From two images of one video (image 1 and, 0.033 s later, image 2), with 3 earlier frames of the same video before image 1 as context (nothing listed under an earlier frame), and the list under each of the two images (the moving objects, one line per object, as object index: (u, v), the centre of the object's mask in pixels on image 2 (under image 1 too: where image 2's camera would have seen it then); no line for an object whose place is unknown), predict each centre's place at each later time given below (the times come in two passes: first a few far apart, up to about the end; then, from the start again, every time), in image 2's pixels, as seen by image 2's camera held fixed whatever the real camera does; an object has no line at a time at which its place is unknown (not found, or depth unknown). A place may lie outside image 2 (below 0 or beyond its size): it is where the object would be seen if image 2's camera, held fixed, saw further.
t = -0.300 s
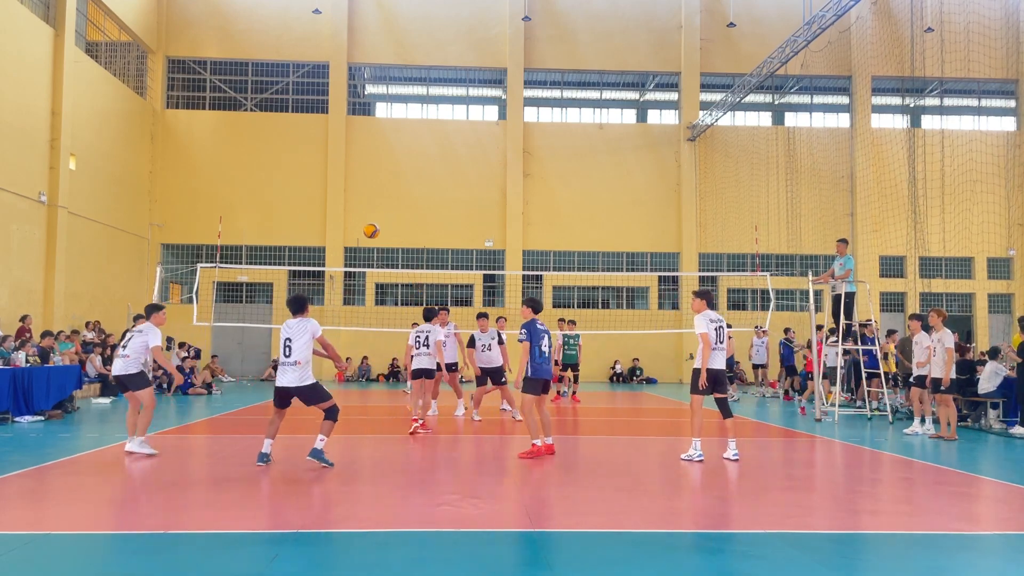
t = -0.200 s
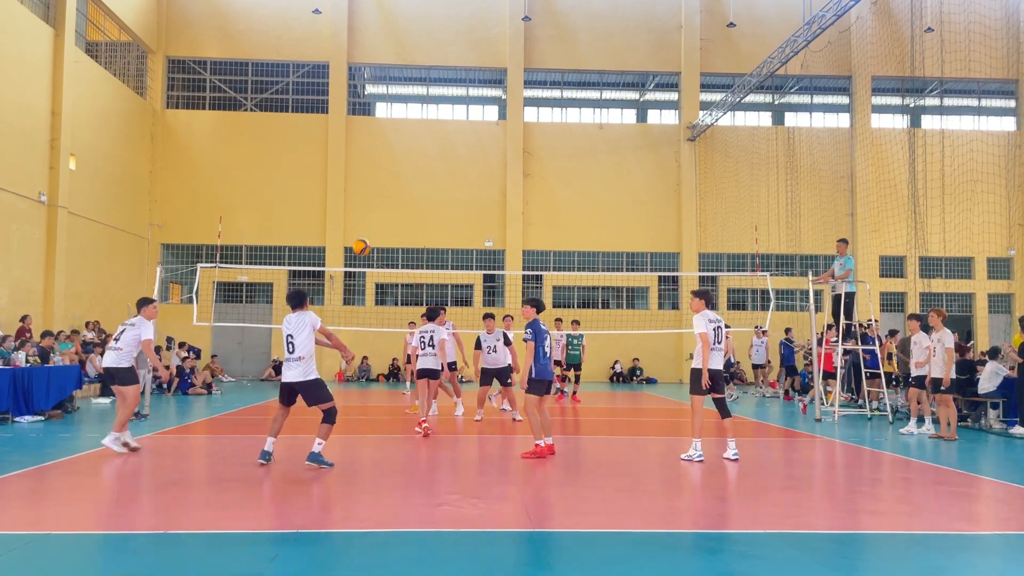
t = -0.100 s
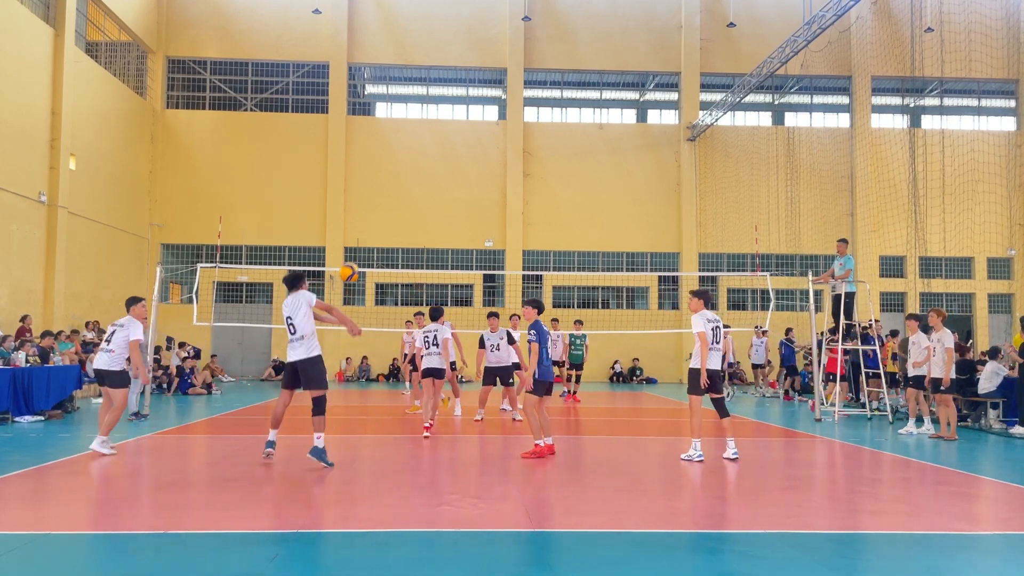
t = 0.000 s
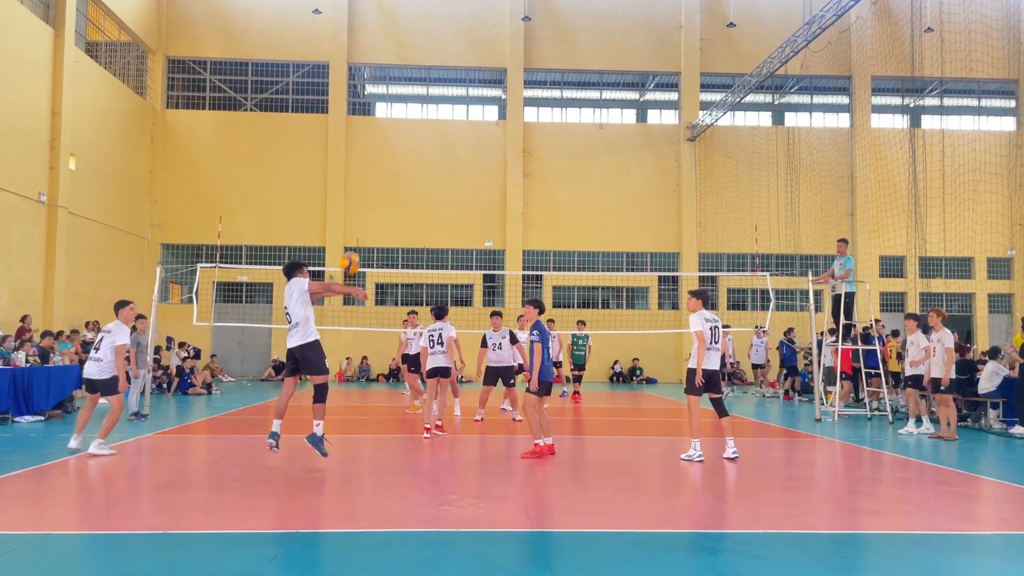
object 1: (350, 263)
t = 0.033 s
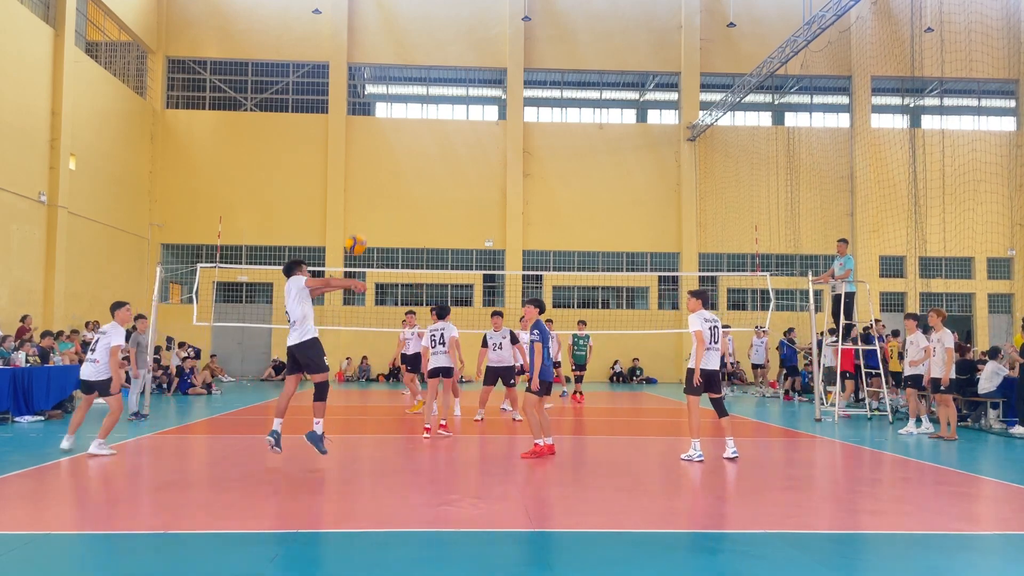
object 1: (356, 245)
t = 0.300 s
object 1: (398, 144)
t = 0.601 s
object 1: (435, 118)
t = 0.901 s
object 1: (463, 158)
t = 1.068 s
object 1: (477, 204)
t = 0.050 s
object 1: (359, 234)
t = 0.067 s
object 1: (362, 226)
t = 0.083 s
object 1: (365, 218)
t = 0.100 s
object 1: (369, 210)
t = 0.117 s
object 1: (371, 203)
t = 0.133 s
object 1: (374, 196)
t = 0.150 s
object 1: (376, 189)
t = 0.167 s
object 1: (379, 182)
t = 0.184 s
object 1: (381, 177)
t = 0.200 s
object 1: (384, 171)
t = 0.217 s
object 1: (386, 165)
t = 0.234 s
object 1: (388, 160)
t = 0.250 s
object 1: (391, 156)
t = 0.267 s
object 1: (393, 151)
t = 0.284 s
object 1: (396, 147)
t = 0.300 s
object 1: (398, 144)
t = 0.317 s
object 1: (400, 140)
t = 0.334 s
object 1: (403, 137)
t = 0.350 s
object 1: (405, 134)
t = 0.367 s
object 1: (407, 131)
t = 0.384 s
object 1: (409, 128)
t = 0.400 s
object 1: (411, 126)
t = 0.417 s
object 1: (414, 124)
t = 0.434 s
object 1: (416, 123)
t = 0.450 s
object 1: (418, 121)
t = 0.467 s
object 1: (420, 120)
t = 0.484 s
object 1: (422, 119)
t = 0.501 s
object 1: (424, 118)
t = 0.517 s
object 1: (426, 117)
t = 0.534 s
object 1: (428, 117)
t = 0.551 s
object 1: (429, 117)
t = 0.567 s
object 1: (431, 117)
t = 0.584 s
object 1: (433, 117)
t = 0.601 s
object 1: (435, 118)
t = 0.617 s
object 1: (437, 119)
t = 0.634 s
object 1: (438, 120)
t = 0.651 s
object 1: (440, 121)
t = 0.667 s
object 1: (442, 122)
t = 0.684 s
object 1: (443, 124)
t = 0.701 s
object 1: (445, 125)
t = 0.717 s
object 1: (447, 127)
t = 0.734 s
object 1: (448, 129)
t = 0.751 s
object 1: (450, 131)
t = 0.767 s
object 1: (452, 133)
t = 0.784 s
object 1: (453, 136)
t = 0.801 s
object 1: (455, 139)
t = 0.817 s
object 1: (456, 142)
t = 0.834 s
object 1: (457, 145)
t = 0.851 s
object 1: (459, 148)
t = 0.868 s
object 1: (460, 151)
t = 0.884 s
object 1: (462, 155)
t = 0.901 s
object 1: (463, 158)
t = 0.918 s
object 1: (465, 162)
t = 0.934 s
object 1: (466, 166)
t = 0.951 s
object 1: (468, 171)
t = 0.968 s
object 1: (469, 175)
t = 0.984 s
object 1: (470, 179)
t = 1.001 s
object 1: (472, 184)
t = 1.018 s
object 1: (473, 189)
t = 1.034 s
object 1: (474, 194)
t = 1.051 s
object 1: (476, 199)
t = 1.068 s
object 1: (477, 204)
